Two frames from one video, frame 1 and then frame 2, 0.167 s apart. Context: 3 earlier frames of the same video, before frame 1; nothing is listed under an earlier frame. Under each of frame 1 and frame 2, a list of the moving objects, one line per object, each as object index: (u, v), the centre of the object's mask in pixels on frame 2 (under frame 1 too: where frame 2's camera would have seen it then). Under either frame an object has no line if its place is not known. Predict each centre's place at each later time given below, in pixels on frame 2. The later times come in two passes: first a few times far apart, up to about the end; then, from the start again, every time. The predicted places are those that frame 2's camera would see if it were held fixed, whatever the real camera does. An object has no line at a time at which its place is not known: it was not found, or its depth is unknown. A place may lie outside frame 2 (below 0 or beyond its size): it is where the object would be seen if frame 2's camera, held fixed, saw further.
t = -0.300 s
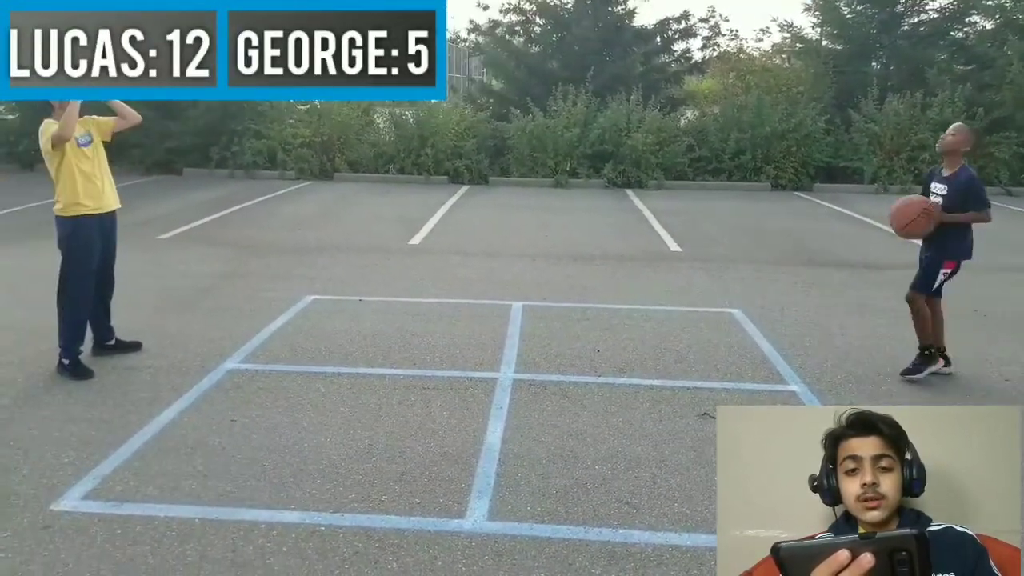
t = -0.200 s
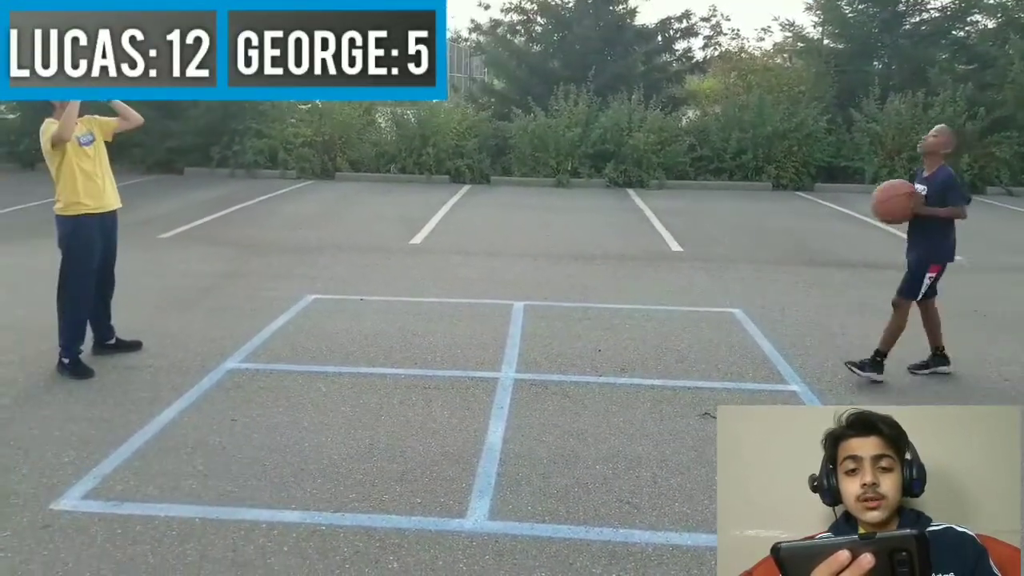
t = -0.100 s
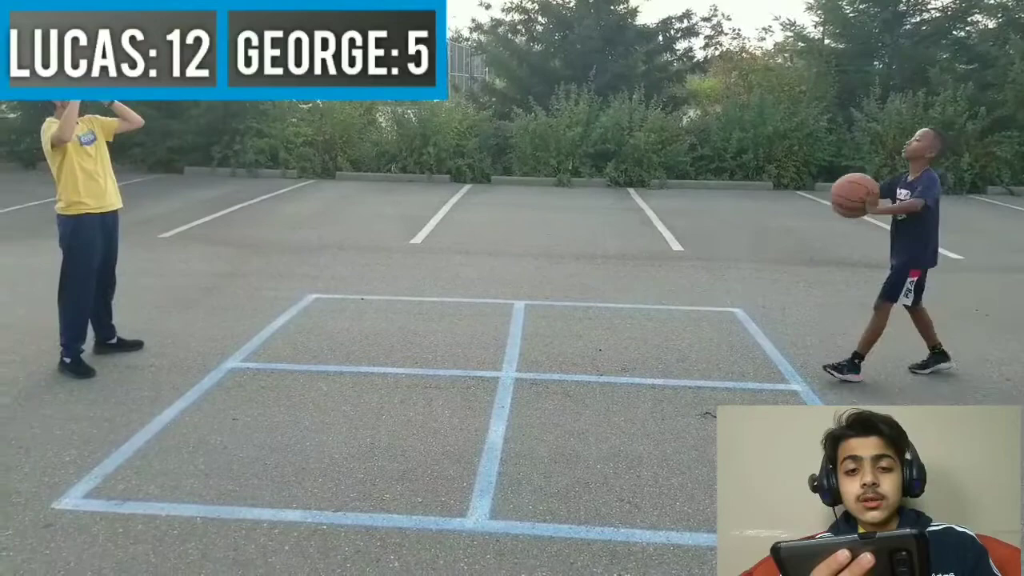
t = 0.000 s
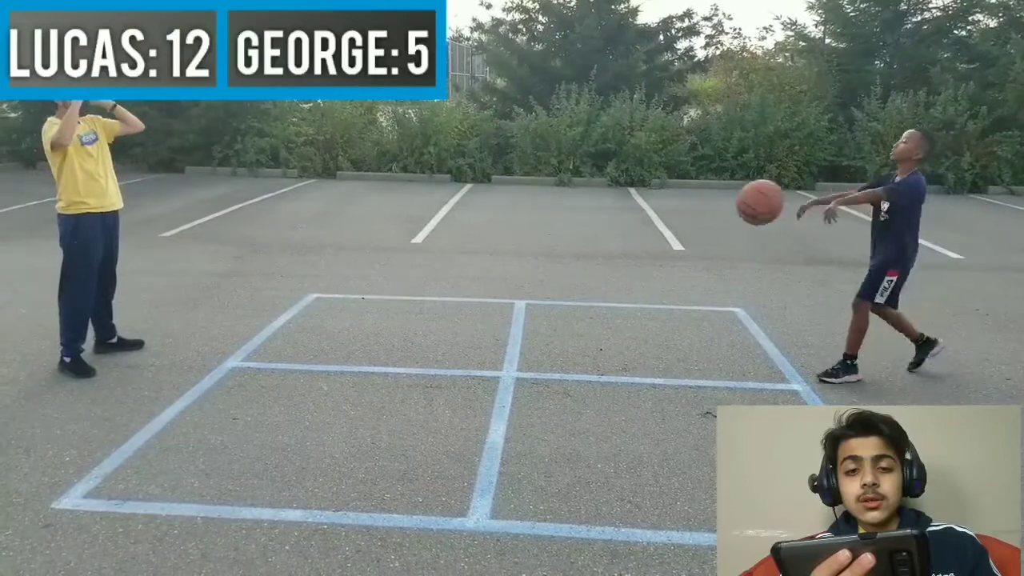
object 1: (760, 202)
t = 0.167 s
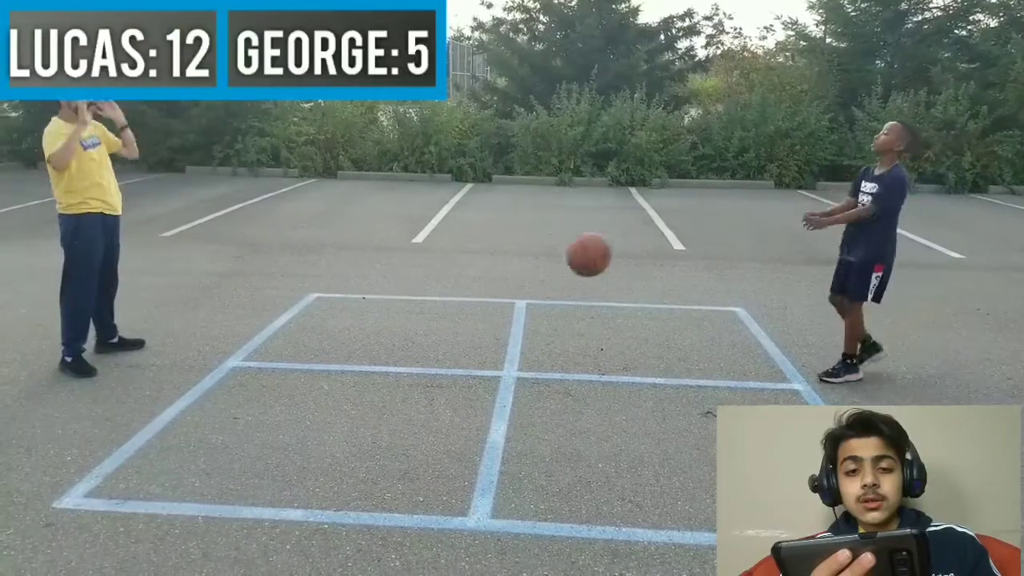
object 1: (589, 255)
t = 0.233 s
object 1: (523, 288)
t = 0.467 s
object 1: (365, 280)
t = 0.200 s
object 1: (556, 271)
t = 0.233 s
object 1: (523, 288)
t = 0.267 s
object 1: (491, 309)
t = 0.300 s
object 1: (459, 330)
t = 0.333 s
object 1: (430, 349)
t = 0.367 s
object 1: (414, 329)
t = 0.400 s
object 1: (397, 311)
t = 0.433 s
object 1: (381, 295)
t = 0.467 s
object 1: (365, 280)
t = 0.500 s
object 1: (348, 267)
